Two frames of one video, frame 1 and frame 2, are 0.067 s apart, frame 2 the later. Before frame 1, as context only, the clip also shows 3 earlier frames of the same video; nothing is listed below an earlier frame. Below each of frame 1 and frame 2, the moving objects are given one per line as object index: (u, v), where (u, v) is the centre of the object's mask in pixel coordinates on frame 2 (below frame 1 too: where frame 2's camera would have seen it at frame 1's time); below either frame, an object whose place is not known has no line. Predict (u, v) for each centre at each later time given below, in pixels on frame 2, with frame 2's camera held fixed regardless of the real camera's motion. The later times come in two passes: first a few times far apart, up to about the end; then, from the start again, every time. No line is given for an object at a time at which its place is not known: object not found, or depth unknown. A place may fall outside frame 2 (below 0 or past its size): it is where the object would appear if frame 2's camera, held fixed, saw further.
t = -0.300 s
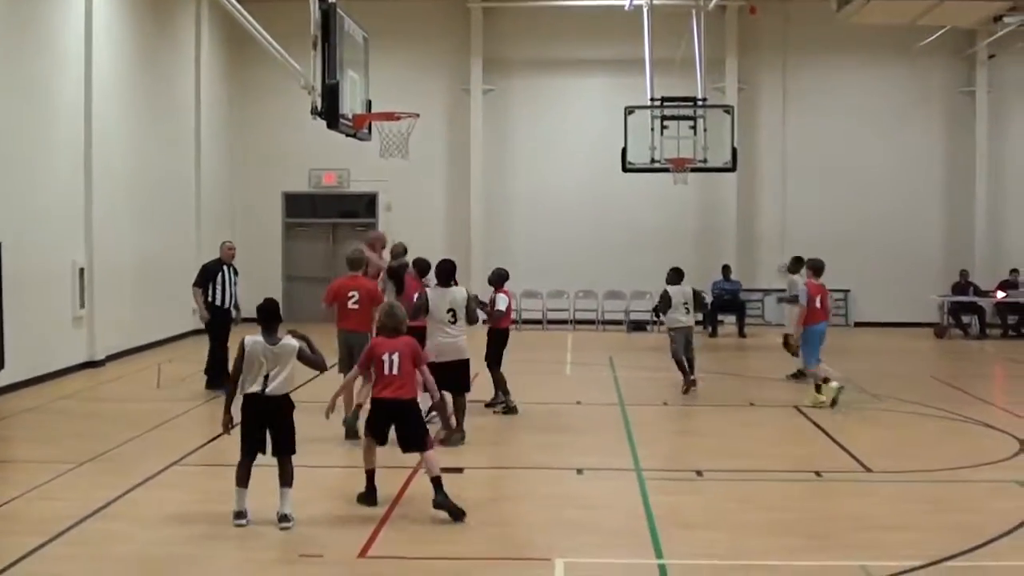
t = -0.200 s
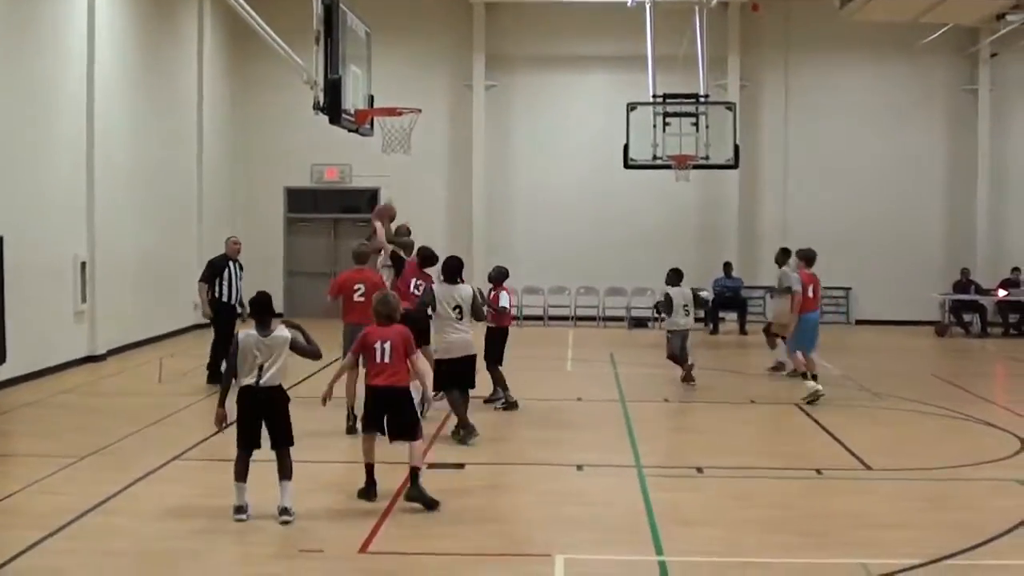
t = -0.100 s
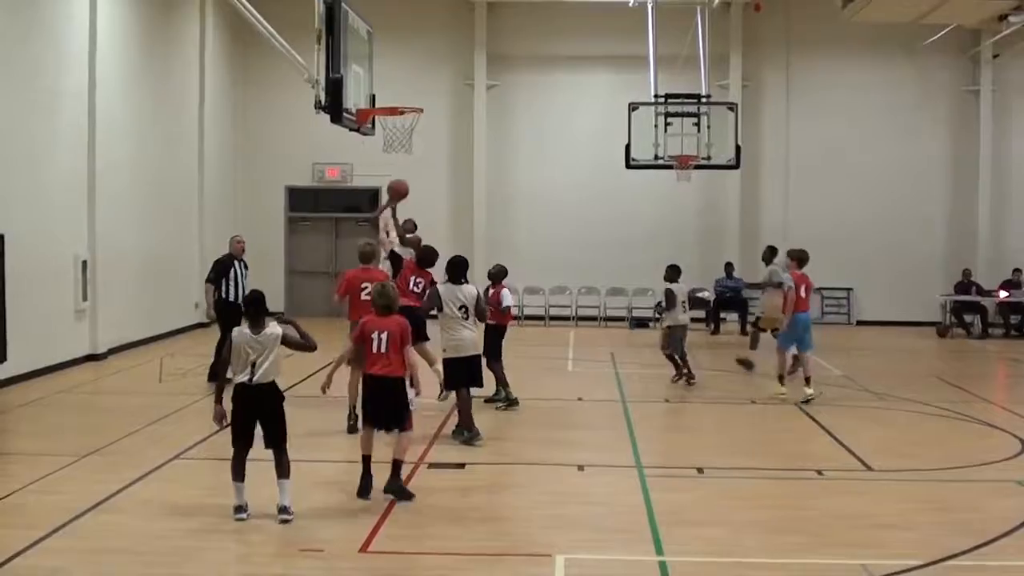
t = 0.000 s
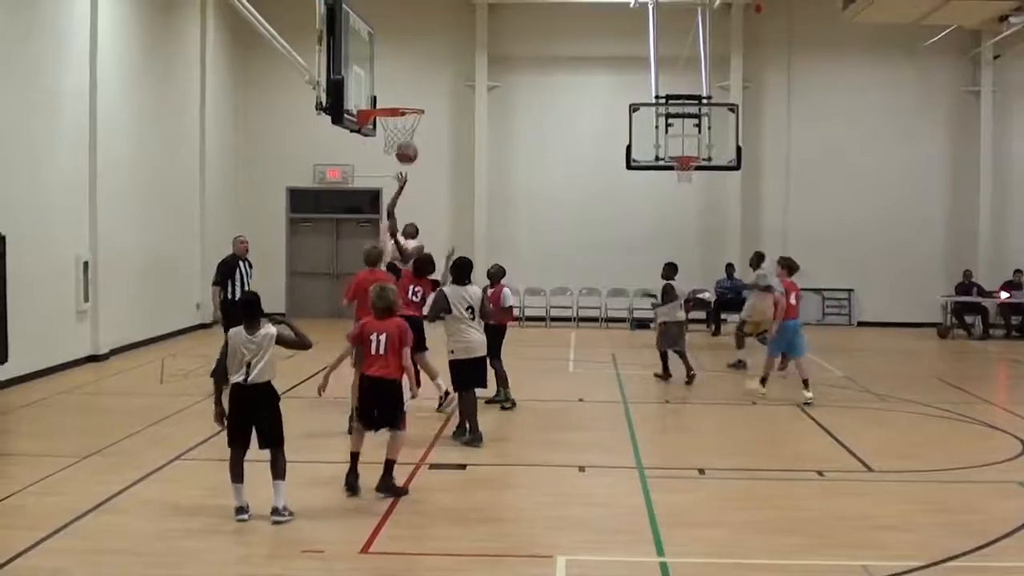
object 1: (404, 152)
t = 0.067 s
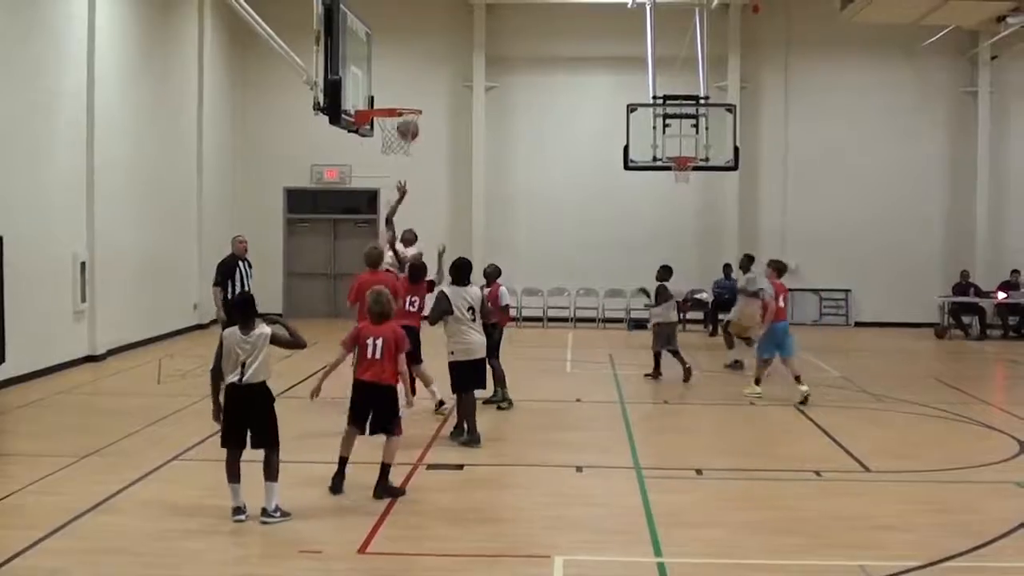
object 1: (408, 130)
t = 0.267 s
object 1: (418, 85)
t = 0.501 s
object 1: (430, 79)
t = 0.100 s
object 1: (409, 121)
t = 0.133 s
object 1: (411, 110)
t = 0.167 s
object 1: (413, 101)
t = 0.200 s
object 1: (414, 96)
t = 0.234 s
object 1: (416, 90)
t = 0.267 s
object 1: (418, 85)
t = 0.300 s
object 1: (420, 81)
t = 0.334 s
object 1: (422, 78)
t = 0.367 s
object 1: (424, 76)
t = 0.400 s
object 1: (425, 75)
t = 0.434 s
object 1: (427, 75)
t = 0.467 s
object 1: (429, 76)
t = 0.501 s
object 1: (430, 79)
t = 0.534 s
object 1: (432, 82)
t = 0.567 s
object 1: (434, 87)
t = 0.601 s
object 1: (436, 92)
